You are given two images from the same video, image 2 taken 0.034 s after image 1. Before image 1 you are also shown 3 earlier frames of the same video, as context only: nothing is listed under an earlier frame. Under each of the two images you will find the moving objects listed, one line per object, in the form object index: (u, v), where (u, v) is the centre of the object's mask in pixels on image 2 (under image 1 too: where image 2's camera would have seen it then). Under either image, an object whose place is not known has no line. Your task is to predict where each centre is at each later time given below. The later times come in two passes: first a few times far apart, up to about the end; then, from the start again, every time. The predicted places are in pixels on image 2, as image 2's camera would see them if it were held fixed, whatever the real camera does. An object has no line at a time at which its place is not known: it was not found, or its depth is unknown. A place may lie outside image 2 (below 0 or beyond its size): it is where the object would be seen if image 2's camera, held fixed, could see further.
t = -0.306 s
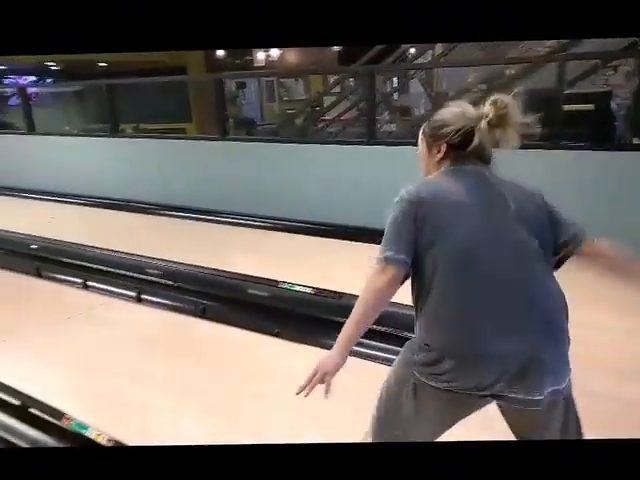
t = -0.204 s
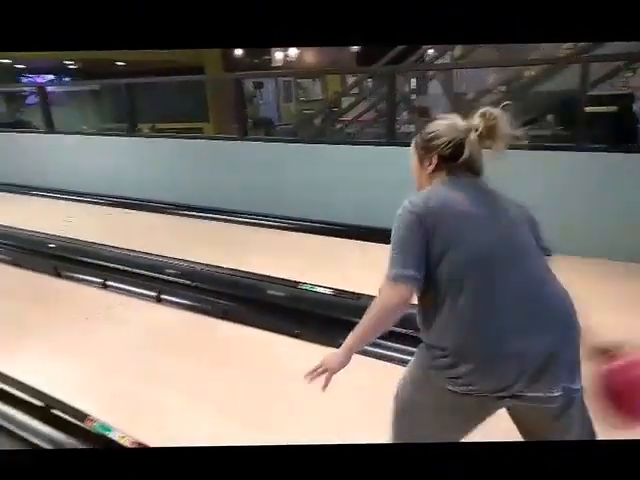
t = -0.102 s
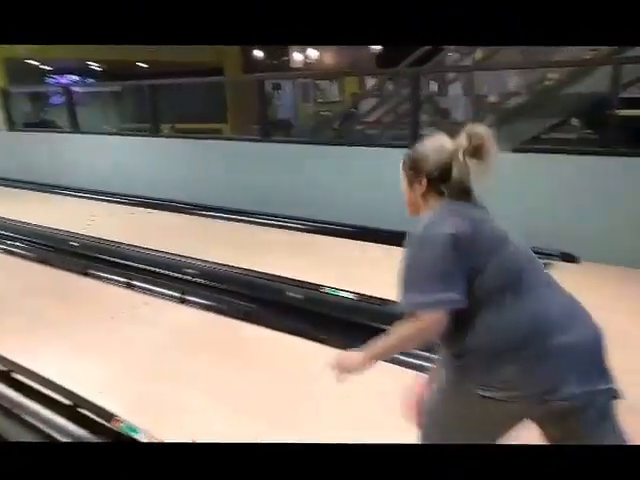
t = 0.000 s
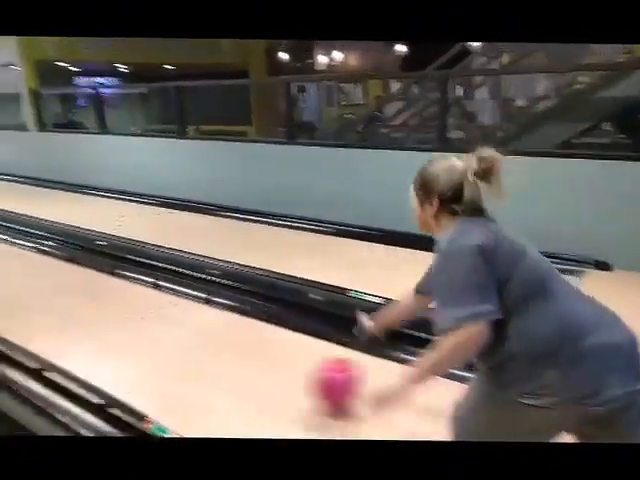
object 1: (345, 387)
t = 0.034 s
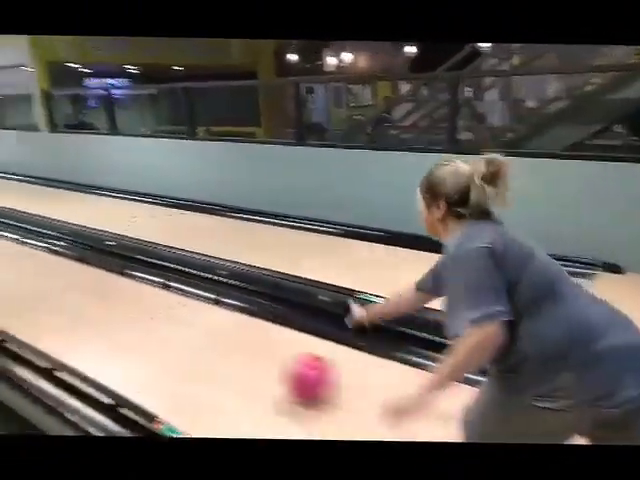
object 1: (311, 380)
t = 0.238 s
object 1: (156, 324)
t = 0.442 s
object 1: (52, 287)
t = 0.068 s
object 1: (281, 367)
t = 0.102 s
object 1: (252, 357)
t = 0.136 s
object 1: (225, 349)
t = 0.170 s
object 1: (201, 340)
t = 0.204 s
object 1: (177, 332)
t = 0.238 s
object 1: (156, 324)
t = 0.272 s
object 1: (137, 317)
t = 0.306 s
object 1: (117, 310)
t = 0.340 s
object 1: (99, 304)
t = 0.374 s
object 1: (83, 298)
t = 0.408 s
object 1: (67, 292)
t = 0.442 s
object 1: (52, 287)
